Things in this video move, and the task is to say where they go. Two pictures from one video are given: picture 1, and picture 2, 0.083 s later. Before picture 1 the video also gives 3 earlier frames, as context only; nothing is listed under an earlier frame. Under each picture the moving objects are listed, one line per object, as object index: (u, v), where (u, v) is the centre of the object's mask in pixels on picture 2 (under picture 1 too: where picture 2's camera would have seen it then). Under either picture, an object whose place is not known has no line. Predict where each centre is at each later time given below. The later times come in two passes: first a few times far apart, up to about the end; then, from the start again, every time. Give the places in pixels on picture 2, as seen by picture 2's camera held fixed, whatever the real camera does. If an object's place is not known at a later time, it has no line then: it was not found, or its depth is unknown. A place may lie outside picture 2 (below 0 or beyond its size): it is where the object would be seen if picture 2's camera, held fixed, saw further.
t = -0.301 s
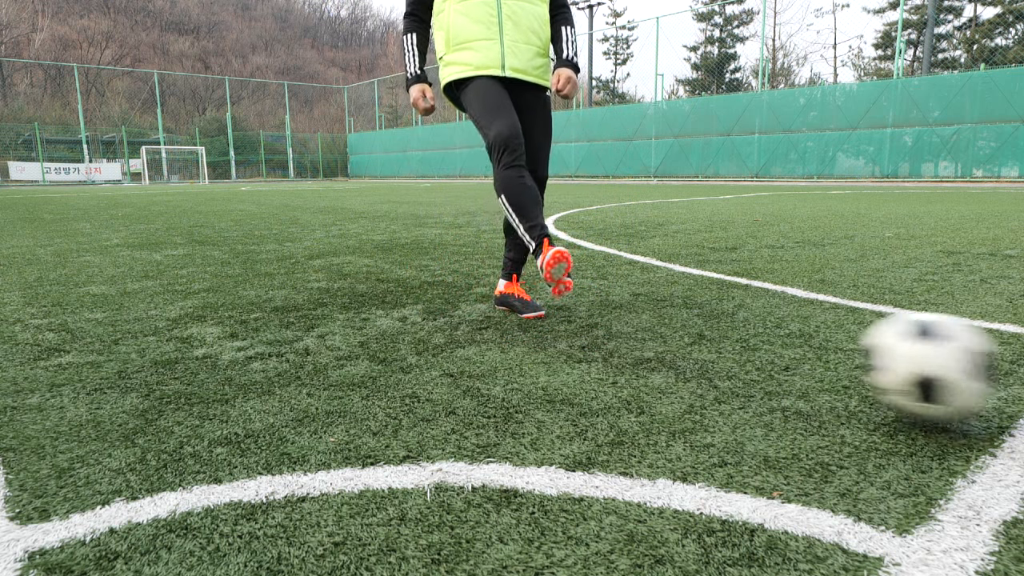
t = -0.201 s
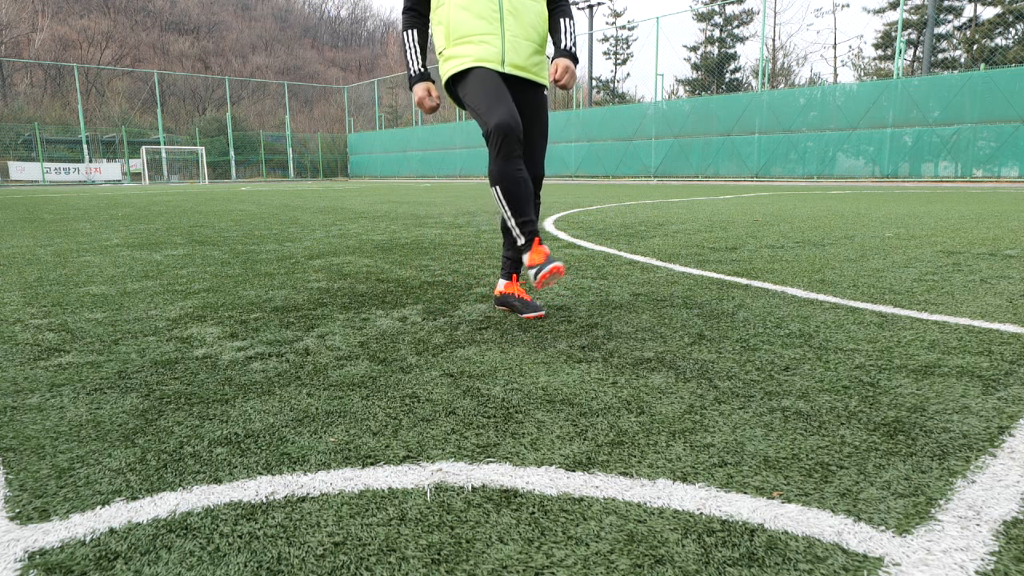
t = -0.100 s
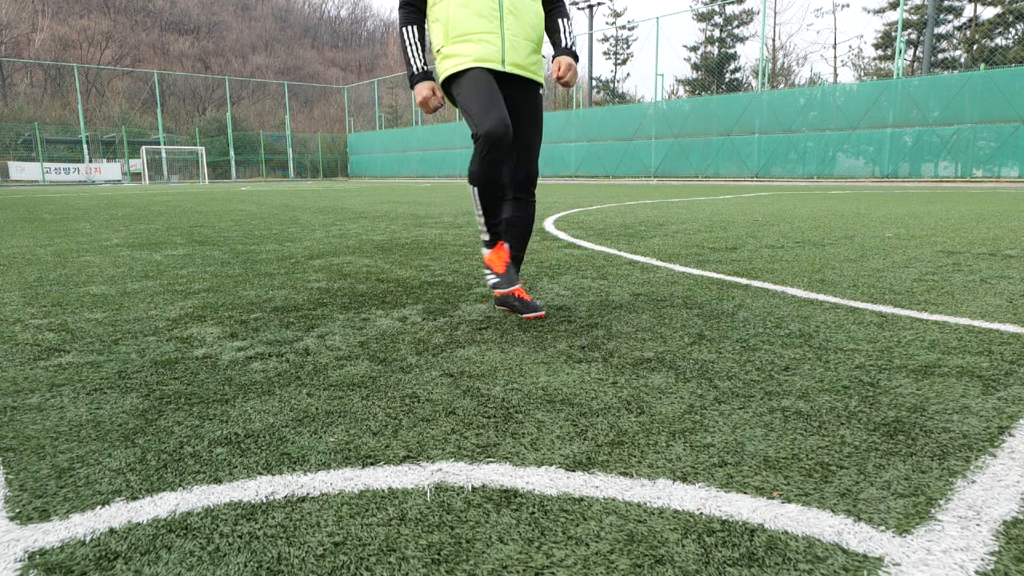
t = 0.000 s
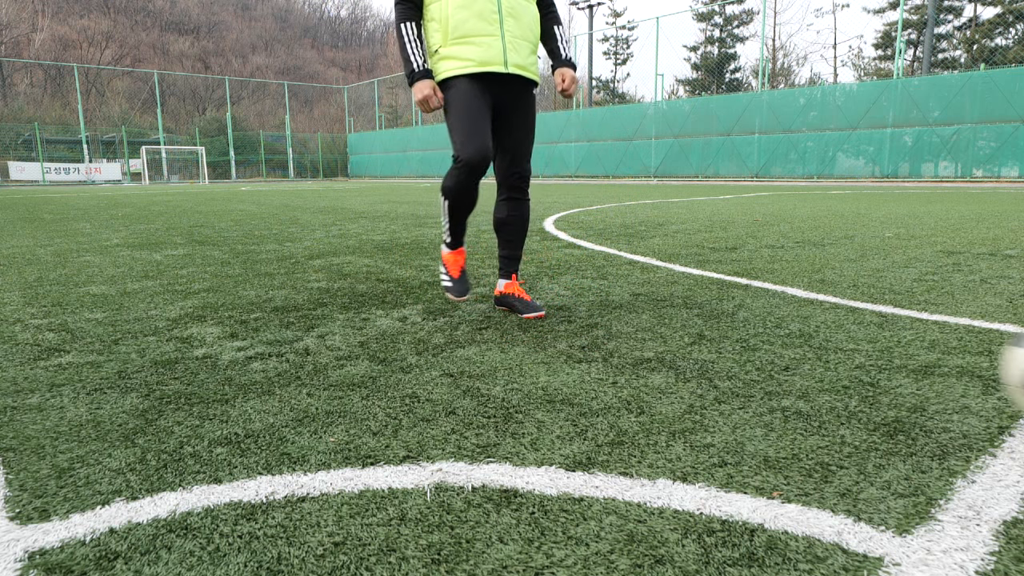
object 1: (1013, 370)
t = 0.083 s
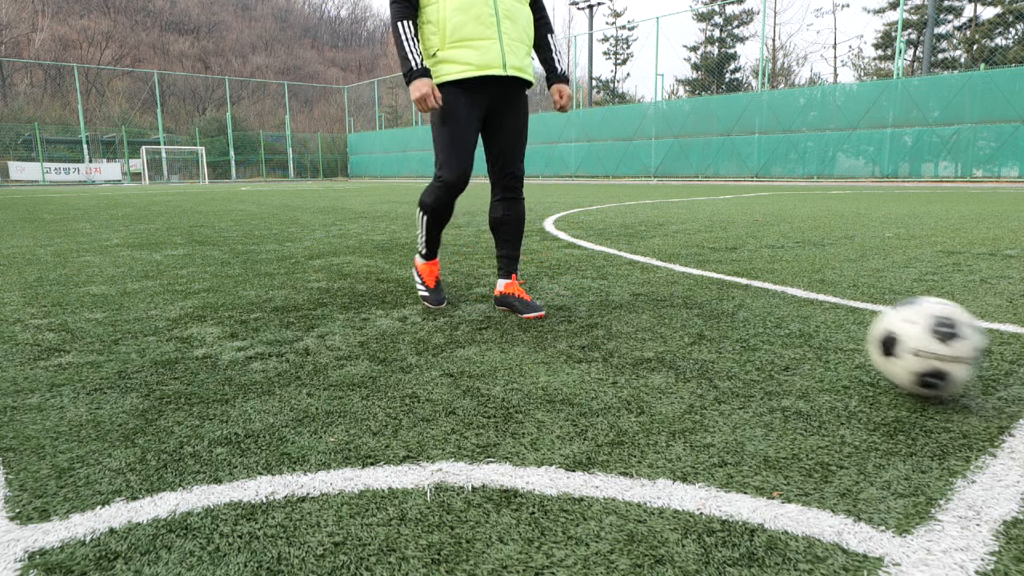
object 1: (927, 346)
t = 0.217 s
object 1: (778, 319)
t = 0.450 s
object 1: (664, 294)
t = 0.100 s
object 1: (903, 340)
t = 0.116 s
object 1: (882, 335)
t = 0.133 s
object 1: (860, 332)
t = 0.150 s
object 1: (840, 330)
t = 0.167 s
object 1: (821, 329)
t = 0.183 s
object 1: (803, 329)
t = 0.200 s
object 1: (789, 324)
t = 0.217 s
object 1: (778, 319)
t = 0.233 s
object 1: (767, 314)
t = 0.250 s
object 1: (756, 309)
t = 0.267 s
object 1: (746, 307)
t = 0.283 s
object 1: (735, 305)
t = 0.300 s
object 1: (725, 304)
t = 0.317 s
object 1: (715, 305)
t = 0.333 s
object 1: (705, 306)
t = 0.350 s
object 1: (697, 306)
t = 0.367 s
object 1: (691, 303)
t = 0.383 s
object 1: (685, 299)
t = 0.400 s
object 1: (680, 296)
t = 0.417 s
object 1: (675, 295)
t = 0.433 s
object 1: (669, 294)
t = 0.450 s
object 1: (664, 294)
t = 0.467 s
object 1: (659, 294)
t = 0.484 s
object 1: (655, 296)
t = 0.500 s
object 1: (649, 295)
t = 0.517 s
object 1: (644, 292)
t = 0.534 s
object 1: (639, 290)
